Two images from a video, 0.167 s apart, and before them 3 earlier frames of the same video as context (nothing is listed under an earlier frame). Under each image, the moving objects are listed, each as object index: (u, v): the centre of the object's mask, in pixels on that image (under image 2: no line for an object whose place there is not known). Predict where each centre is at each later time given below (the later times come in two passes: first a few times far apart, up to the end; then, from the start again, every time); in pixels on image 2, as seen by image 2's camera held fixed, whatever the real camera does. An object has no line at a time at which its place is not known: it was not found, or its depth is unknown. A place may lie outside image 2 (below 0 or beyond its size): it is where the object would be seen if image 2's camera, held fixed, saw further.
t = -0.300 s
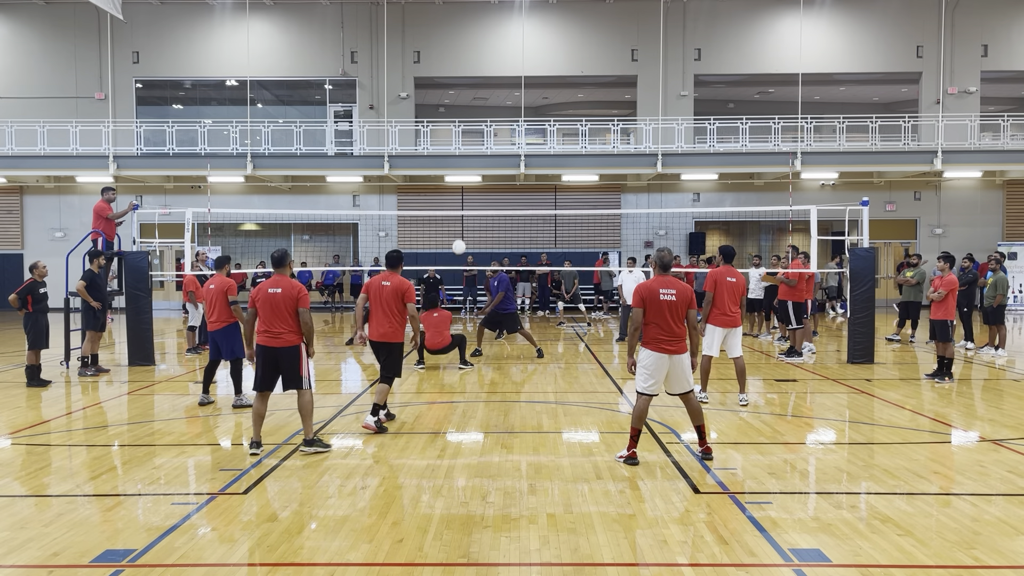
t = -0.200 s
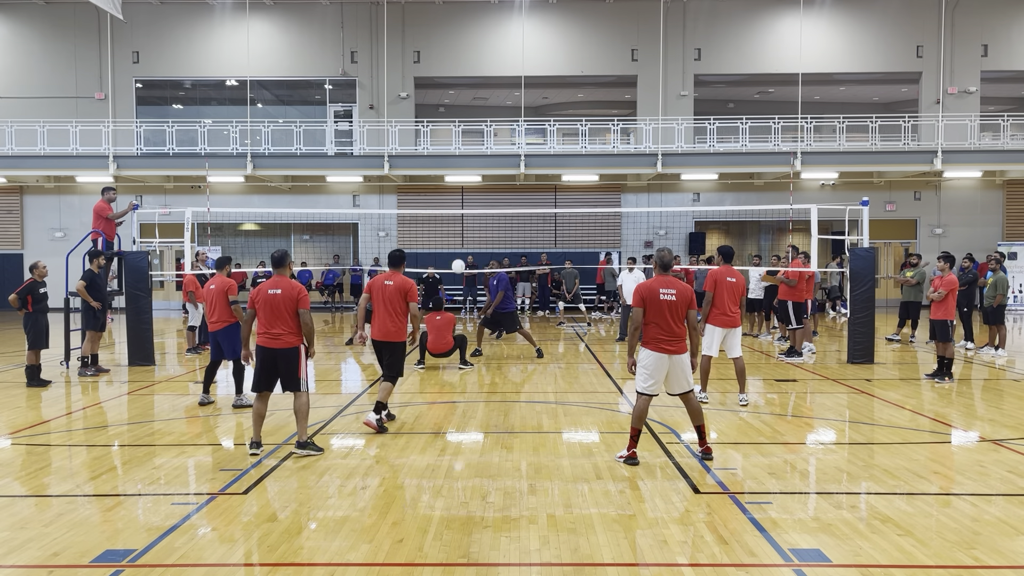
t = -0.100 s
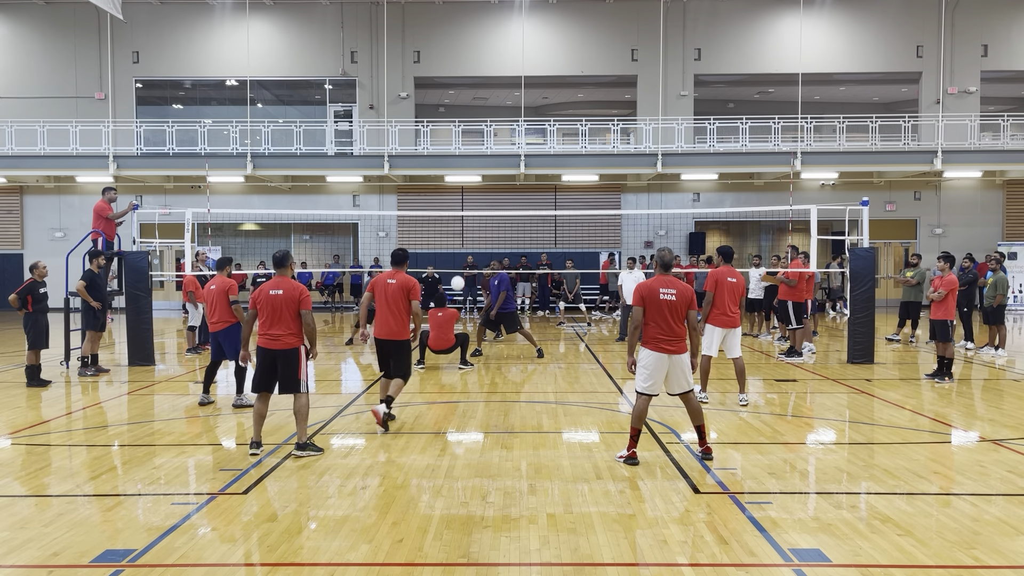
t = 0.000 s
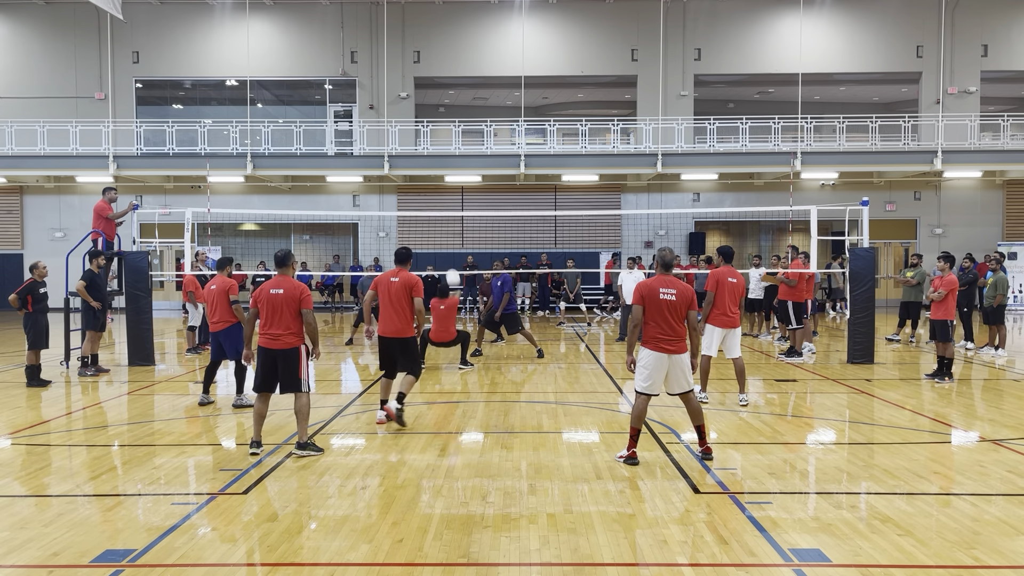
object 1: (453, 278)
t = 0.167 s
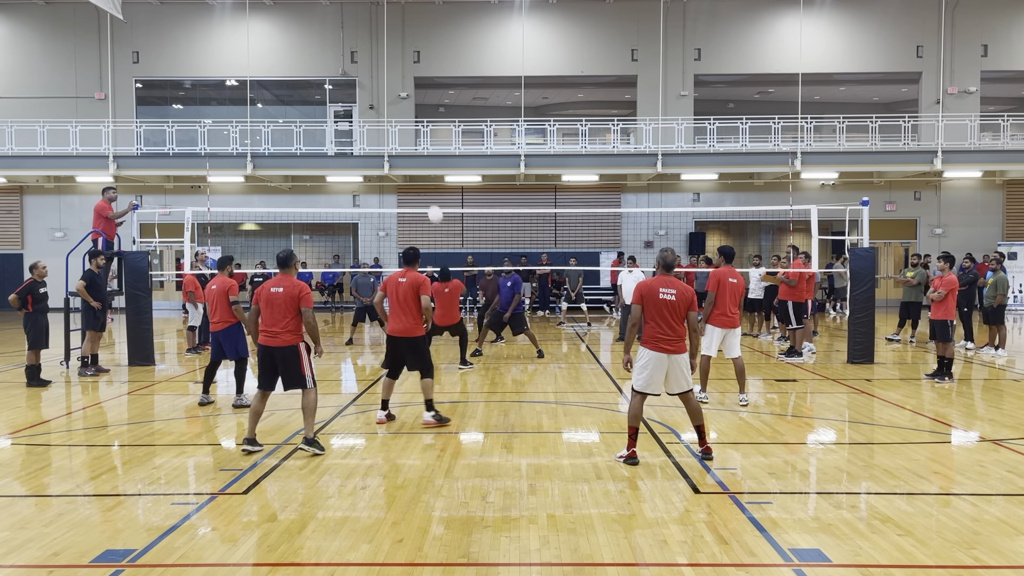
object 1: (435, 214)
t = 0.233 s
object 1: (427, 192)
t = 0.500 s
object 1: (392, 128)
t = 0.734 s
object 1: (356, 111)
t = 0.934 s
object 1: (320, 135)
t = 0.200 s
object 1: (431, 202)
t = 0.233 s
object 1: (427, 192)
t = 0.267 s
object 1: (423, 182)
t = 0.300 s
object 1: (419, 173)
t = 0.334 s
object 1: (415, 163)
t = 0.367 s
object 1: (411, 156)
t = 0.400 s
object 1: (406, 147)
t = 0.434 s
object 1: (402, 140)
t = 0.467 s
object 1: (397, 134)
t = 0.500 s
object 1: (392, 128)
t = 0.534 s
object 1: (387, 123)
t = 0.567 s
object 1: (383, 119)
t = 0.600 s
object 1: (377, 116)
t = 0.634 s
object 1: (372, 114)
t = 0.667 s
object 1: (367, 112)
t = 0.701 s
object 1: (362, 111)
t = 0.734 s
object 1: (356, 111)
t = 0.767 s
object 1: (351, 113)
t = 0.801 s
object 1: (345, 115)
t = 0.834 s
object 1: (340, 118)
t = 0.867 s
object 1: (333, 122)
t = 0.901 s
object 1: (327, 128)
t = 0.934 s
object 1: (320, 135)
